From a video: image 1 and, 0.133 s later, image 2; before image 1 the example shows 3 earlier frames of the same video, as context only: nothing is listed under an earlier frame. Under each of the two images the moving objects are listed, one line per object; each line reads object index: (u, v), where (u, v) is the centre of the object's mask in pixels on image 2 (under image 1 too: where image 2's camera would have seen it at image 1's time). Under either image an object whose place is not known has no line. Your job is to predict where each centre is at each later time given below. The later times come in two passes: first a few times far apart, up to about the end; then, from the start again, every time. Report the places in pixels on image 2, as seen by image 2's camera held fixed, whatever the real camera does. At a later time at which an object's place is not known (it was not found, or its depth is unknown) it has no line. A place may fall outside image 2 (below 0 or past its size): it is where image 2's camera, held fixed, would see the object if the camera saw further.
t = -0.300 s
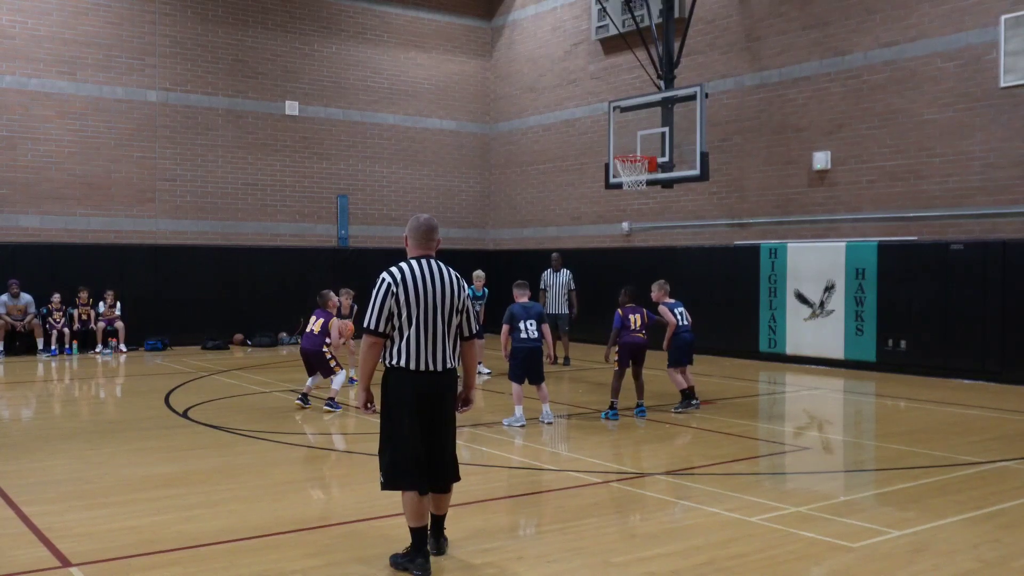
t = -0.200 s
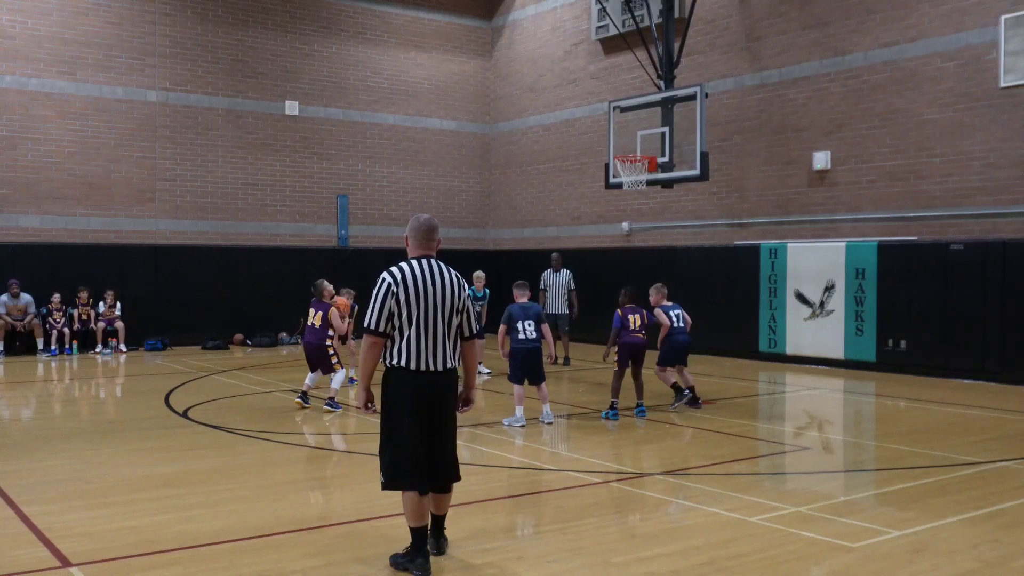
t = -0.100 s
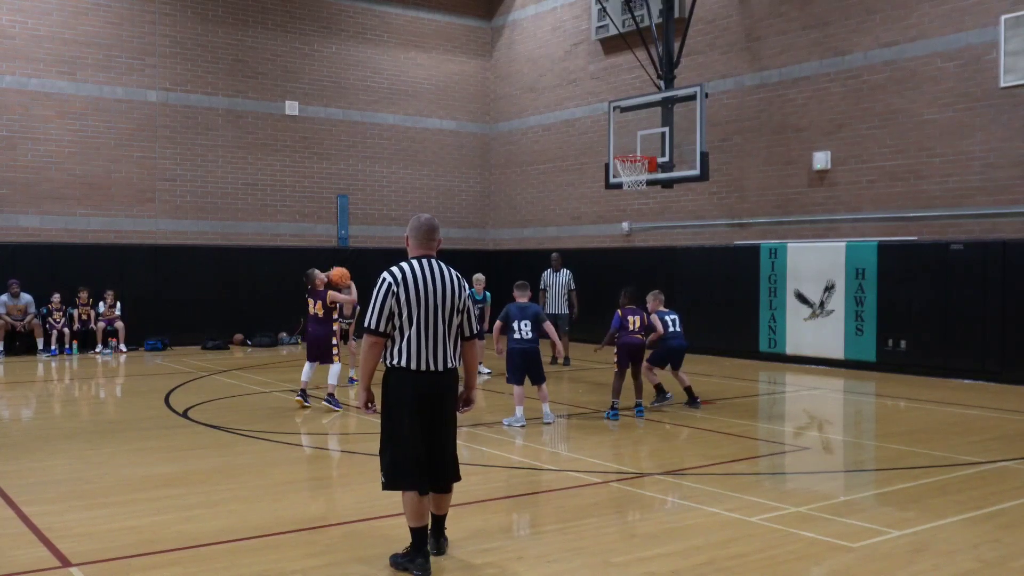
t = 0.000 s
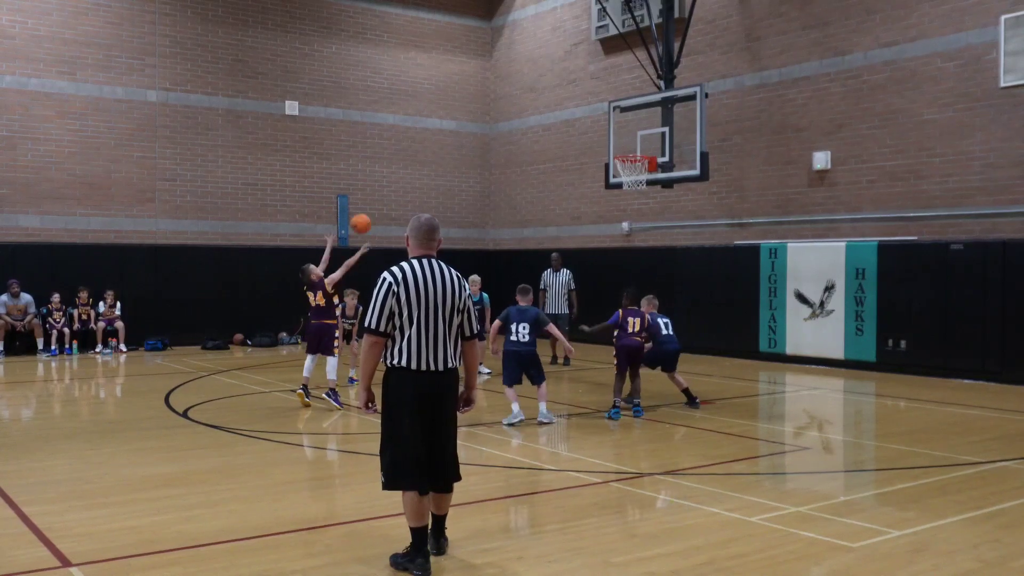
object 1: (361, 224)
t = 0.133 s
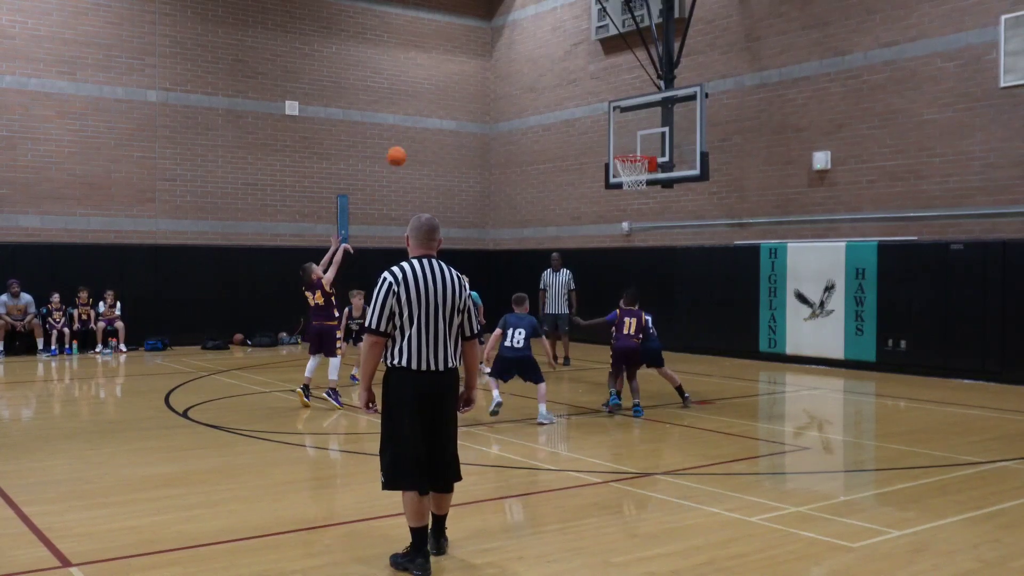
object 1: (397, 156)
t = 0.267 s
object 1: (431, 106)
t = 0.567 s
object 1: (503, 52)
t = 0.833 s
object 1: (561, 66)
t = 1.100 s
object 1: (614, 133)
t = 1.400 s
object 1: (642, 228)
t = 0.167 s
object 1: (405, 142)
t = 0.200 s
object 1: (413, 129)
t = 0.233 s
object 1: (422, 117)
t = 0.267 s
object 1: (431, 106)
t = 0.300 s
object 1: (439, 96)
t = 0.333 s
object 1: (447, 87)
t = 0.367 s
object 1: (456, 80)
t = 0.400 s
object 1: (464, 73)
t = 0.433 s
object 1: (472, 67)
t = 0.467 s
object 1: (479, 62)
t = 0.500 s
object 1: (487, 58)
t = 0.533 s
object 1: (495, 54)
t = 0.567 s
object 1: (503, 52)
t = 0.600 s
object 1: (511, 51)
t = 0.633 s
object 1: (518, 51)
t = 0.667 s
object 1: (525, 51)
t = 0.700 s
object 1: (533, 52)
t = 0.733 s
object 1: (540, 55)
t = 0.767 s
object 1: (547, 58)
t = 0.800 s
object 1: (554, 62)
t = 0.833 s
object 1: (561, 66)
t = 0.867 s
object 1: (568, 72)
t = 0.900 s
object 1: (575, 78)
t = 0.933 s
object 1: (581, 85)
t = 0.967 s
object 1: (588, 94)
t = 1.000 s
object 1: (595, 102)
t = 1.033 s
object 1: (601, 112)
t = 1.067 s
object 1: (607, 122)
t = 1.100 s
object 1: (614, 133)
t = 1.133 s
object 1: (620, 145)
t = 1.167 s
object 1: (626, 156)
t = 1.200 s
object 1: (628, 163)
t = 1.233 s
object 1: (630, 172)
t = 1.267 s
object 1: (632, 181)
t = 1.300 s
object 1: (635, 191)
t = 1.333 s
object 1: (637, 202)
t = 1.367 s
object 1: (639, 214)
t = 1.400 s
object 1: (642, 228)
